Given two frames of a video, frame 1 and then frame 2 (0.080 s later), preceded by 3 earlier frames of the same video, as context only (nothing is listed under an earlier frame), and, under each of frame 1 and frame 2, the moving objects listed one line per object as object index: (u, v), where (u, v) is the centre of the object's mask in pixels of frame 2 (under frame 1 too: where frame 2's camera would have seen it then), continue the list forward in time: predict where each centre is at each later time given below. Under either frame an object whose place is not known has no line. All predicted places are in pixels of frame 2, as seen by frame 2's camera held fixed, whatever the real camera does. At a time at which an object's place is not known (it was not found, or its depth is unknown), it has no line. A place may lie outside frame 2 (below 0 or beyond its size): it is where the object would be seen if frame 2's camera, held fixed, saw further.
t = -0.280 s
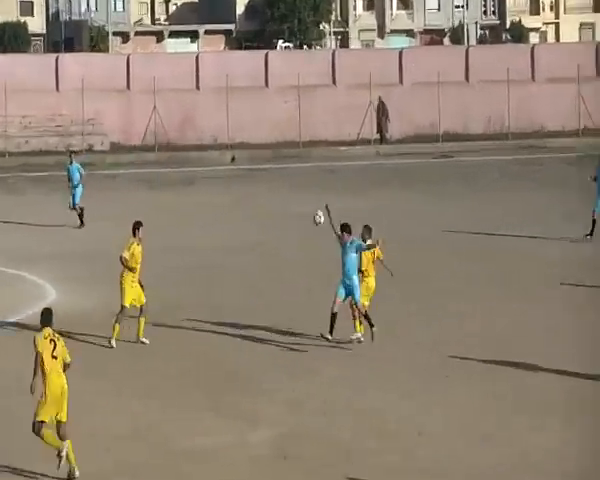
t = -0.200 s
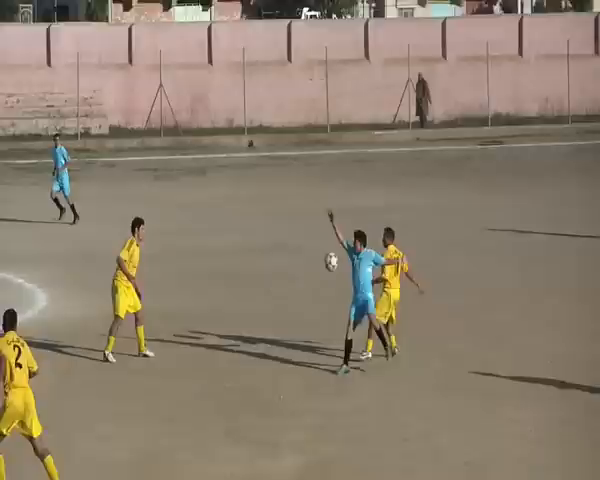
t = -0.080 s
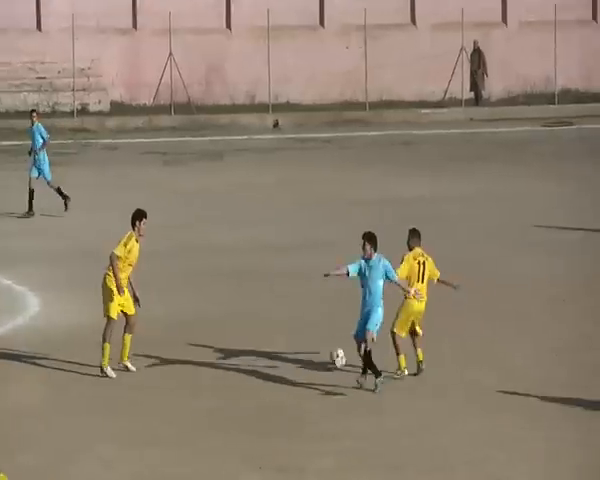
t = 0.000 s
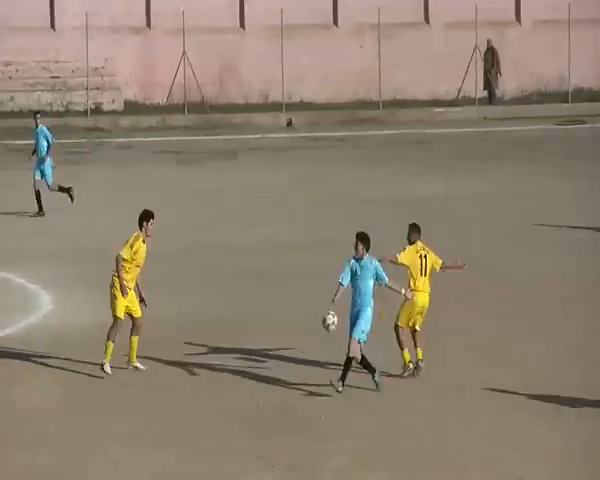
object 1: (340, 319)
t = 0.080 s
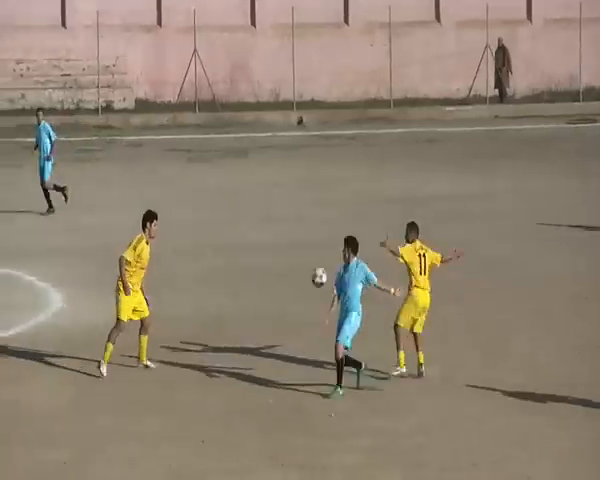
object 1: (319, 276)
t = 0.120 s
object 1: (308, 258)
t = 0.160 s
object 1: (298, 240)
